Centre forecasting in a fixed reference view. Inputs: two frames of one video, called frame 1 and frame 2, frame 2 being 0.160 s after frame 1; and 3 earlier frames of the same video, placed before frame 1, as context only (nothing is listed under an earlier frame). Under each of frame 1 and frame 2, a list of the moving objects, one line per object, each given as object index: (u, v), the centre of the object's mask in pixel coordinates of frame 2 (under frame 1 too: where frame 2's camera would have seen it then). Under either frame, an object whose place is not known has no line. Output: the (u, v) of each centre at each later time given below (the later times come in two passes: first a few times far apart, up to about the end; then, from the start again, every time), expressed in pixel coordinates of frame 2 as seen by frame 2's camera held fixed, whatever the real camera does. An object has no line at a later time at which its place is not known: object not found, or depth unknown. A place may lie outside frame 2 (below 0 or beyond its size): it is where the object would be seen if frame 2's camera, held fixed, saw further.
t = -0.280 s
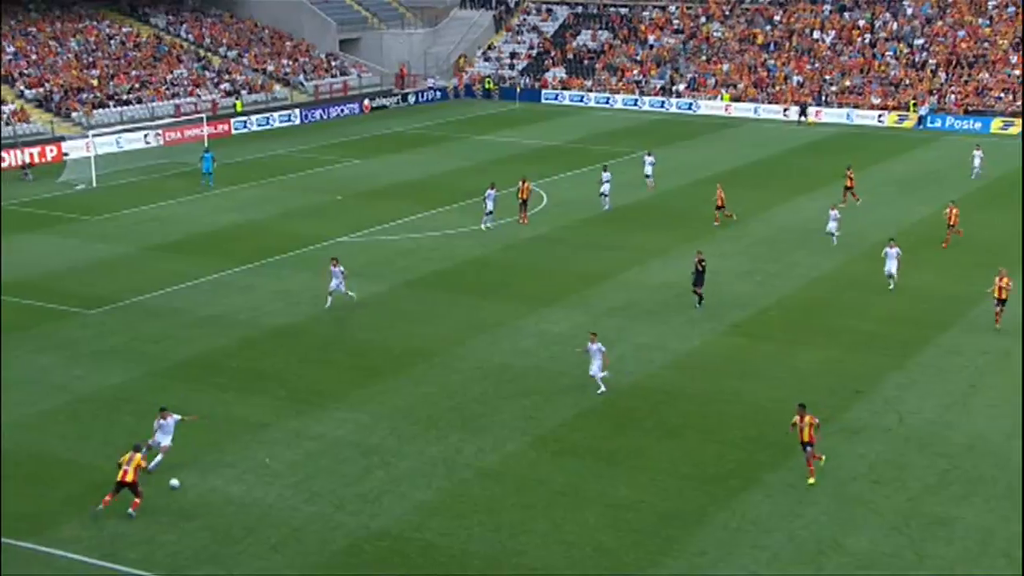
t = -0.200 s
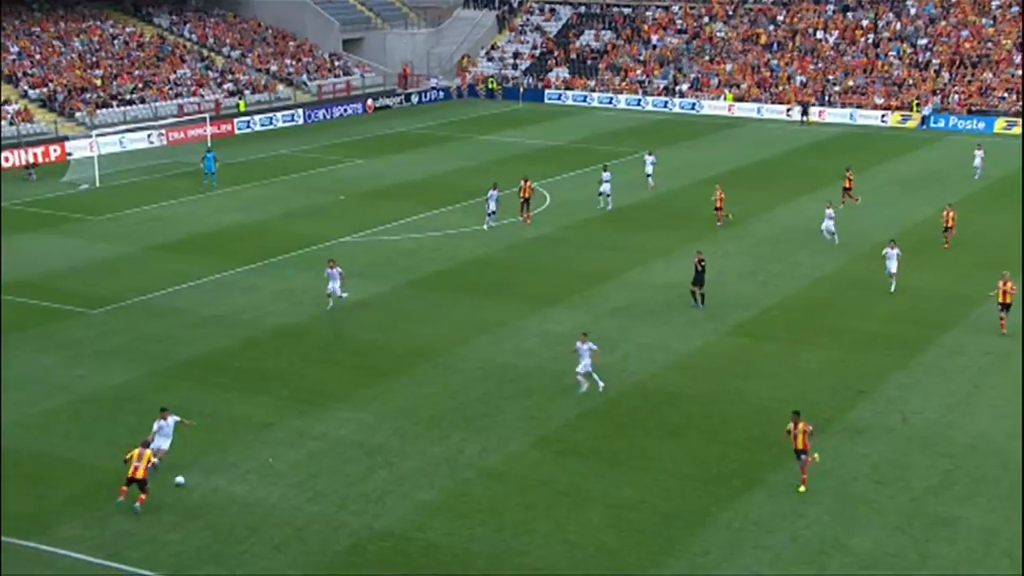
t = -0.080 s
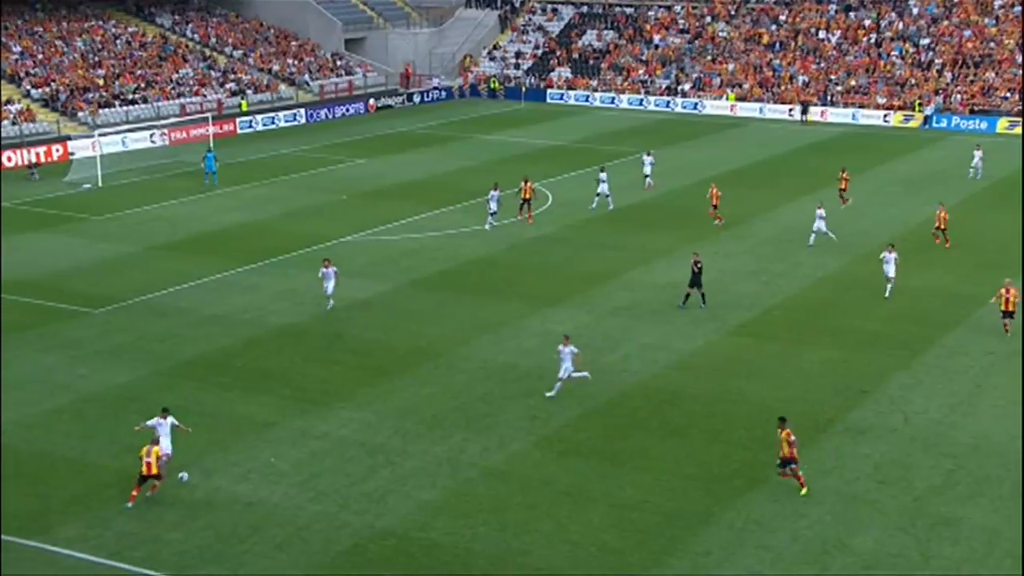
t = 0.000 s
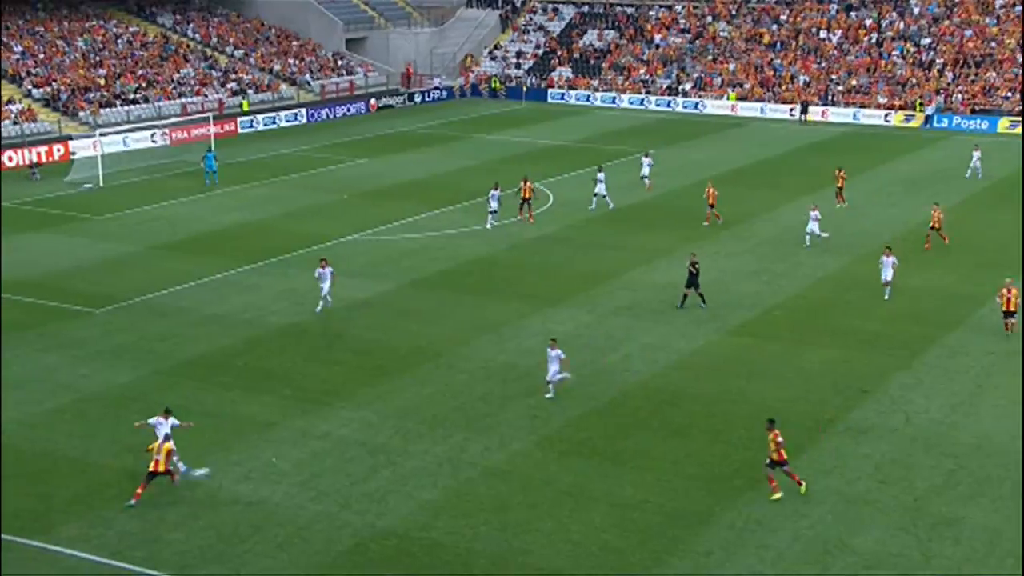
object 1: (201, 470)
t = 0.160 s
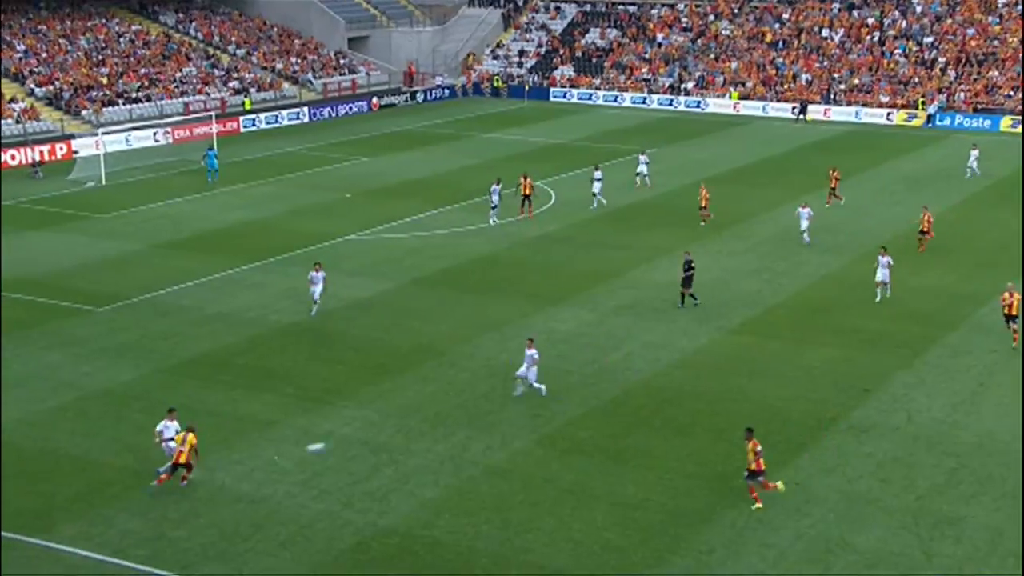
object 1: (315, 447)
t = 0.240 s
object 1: (373, 438)
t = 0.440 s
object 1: (514, 424)
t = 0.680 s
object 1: (683, 426)
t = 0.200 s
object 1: (344, 442)
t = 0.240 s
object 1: (373, 438)
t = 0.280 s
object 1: (400, 434)
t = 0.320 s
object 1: (430, 432)
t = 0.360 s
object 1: (458, 428)
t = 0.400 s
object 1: (485, 426)
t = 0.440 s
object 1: (514, 424)
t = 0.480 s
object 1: (542, 423)
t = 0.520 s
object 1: (570, 422)
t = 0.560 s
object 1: (599, 423)
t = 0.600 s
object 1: (626, 423)
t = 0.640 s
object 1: (655, 425)
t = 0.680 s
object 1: (683, 426)
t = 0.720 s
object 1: (710, 428)
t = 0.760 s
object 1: (737, 430)
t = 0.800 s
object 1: (764, 433)
